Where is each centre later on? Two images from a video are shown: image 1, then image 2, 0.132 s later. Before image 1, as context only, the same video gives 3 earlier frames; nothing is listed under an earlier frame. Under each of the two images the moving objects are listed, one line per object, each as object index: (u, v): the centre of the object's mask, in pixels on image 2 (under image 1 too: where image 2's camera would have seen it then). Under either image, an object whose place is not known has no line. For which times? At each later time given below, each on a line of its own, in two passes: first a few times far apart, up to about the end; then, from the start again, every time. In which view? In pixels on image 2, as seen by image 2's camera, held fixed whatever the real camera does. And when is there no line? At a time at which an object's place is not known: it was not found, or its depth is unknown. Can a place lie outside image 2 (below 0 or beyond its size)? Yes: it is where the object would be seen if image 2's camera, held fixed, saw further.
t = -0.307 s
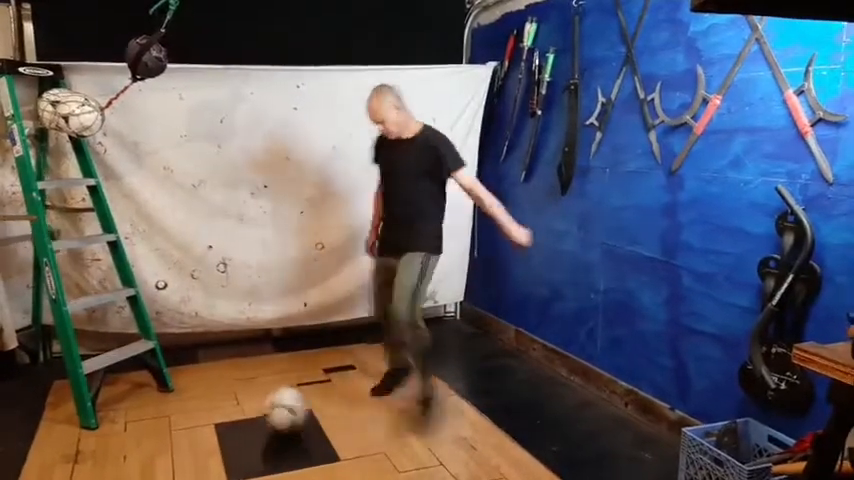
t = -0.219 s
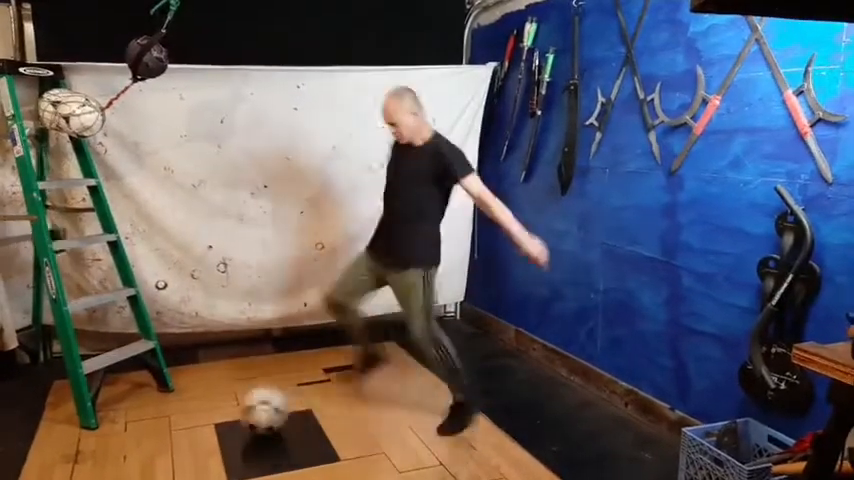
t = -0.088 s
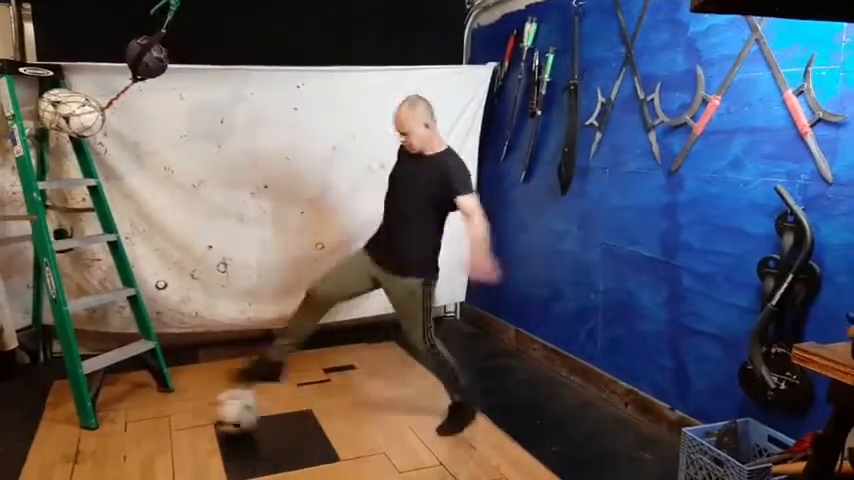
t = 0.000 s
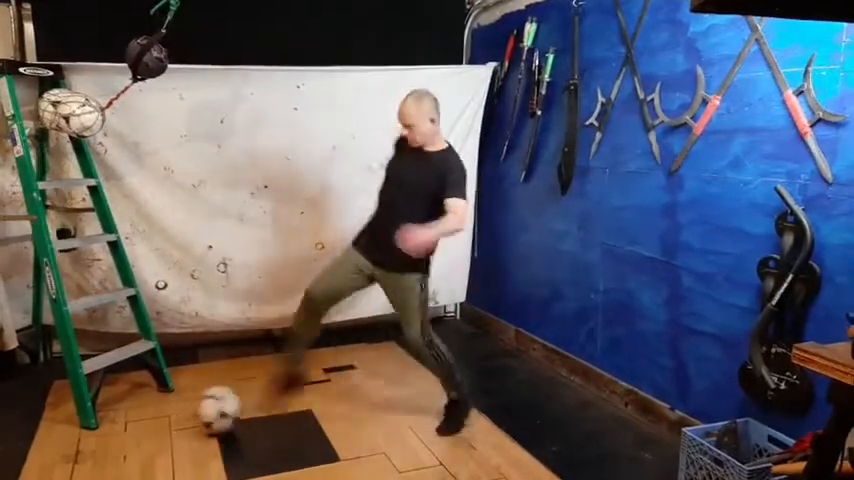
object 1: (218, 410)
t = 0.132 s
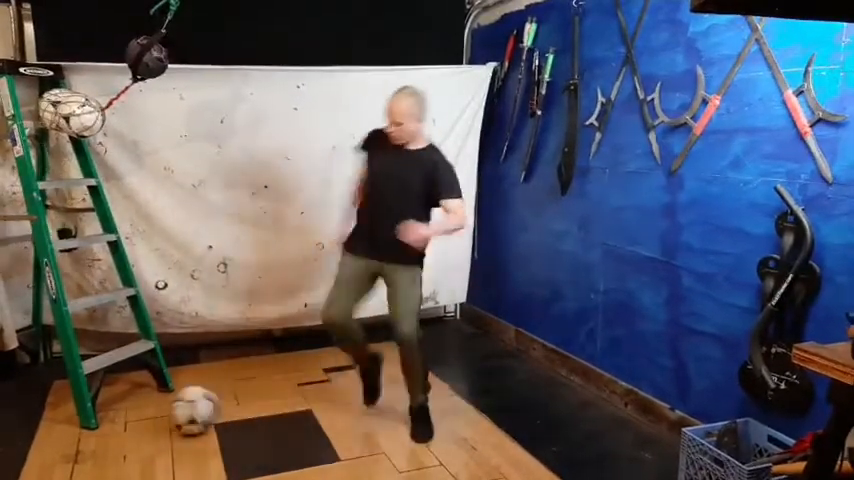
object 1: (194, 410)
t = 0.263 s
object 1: (171, 410)
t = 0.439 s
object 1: (137, 409)
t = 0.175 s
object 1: (186, 410)
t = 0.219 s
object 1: (178, 410)
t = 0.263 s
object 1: (171, 410)
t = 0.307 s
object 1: (162, 410)
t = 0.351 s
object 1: (154, 410)
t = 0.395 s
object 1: (145, 409)
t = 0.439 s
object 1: (137, 409)
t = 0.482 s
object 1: (128, 408)
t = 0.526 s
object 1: (118, 408)
